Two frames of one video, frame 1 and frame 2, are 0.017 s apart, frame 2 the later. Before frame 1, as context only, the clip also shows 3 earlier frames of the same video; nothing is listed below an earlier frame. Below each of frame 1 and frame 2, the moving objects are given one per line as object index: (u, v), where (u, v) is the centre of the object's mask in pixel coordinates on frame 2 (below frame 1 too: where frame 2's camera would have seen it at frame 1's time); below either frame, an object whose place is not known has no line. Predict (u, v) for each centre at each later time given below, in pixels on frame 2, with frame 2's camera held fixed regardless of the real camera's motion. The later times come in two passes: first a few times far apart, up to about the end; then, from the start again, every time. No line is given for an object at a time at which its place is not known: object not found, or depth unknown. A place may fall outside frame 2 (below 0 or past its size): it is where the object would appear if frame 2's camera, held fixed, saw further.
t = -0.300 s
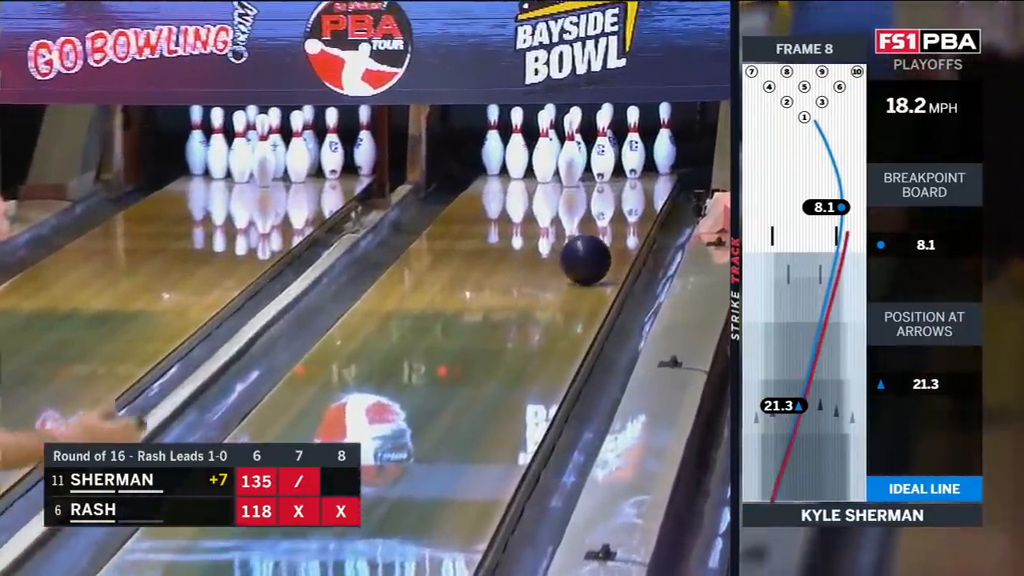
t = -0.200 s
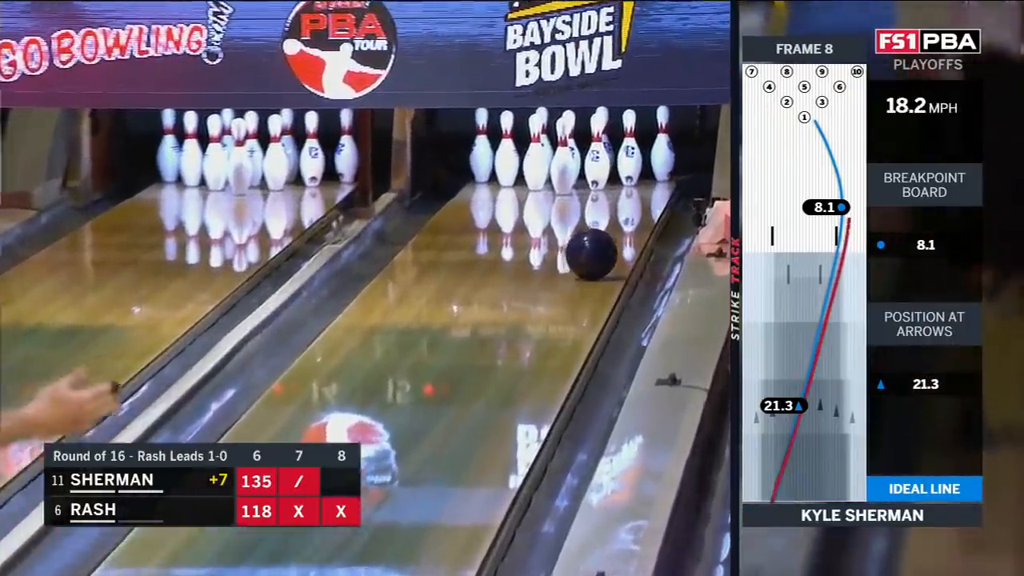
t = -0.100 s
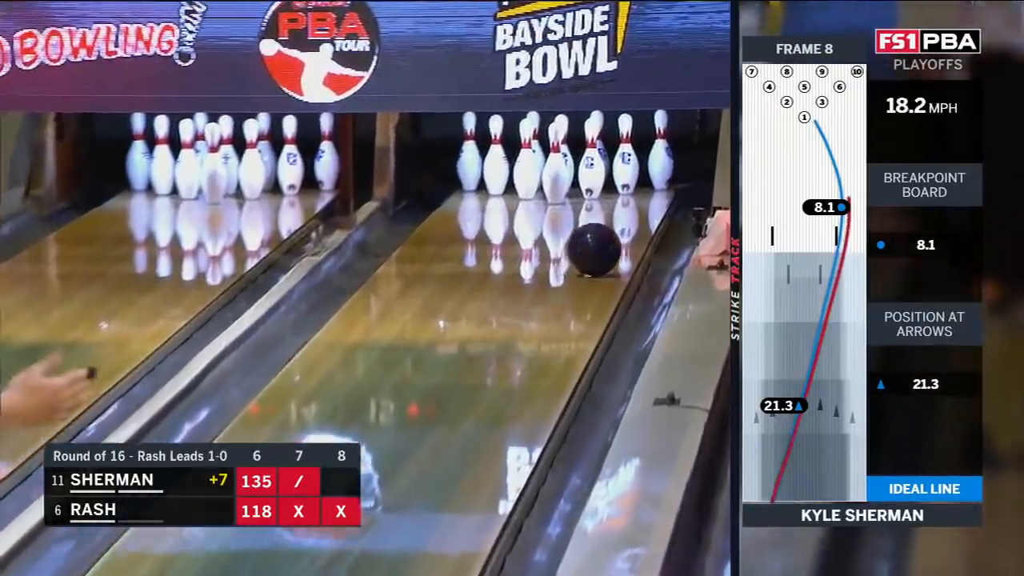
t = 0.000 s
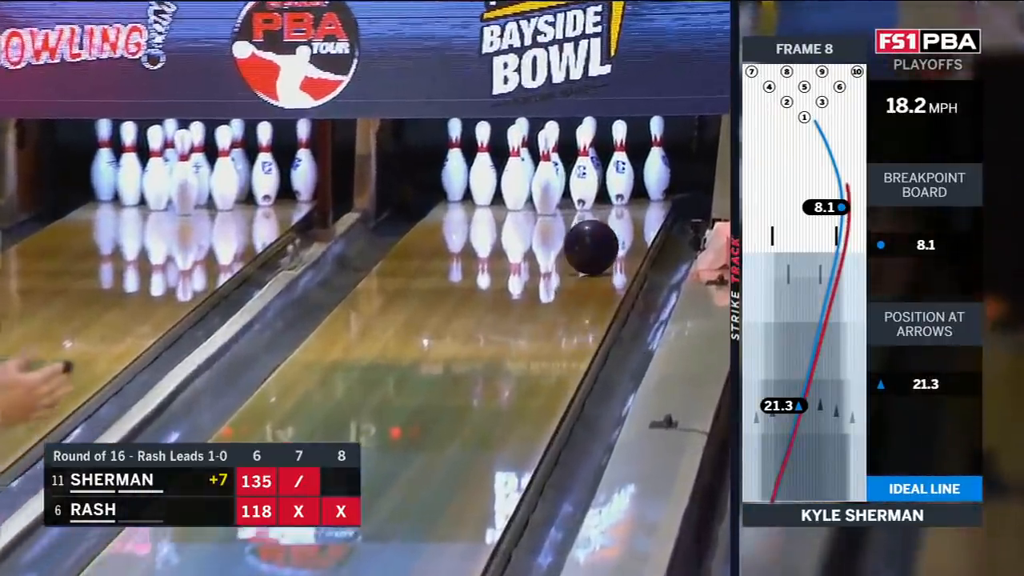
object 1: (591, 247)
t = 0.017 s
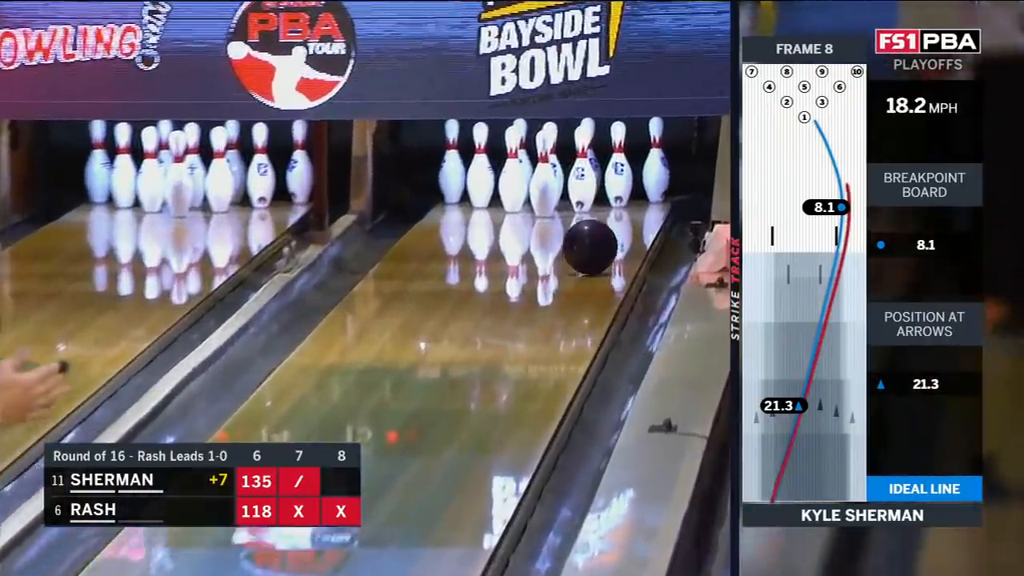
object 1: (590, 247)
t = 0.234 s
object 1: (555, 248)
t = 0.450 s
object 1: (516, 243)
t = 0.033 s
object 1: (588, 247)
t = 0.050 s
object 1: (587, 247)
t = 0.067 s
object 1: (584, 247)
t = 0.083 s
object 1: (582, 247)
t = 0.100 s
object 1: (580, 247)
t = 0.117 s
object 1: (577, 247)
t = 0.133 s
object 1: (574, 247)
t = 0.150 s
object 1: (571, 247)
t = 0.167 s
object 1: (568, 247)
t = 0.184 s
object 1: (565, 247)
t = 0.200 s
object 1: (561, 247)
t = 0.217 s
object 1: (558, 248)
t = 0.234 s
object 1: (555, 248)
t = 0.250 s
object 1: (551, 248)
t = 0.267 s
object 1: (547, 248)
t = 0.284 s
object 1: (543, 248)
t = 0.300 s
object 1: (540, 247)
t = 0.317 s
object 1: (536, 247)
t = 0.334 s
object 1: (532, 247)
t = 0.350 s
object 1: (528, 246)
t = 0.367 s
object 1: (523, 245)
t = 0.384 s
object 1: (519, 245)
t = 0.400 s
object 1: (516, 244)
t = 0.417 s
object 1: (515, 243)
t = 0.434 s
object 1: (516, 243)
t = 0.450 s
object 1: (516, 243)
